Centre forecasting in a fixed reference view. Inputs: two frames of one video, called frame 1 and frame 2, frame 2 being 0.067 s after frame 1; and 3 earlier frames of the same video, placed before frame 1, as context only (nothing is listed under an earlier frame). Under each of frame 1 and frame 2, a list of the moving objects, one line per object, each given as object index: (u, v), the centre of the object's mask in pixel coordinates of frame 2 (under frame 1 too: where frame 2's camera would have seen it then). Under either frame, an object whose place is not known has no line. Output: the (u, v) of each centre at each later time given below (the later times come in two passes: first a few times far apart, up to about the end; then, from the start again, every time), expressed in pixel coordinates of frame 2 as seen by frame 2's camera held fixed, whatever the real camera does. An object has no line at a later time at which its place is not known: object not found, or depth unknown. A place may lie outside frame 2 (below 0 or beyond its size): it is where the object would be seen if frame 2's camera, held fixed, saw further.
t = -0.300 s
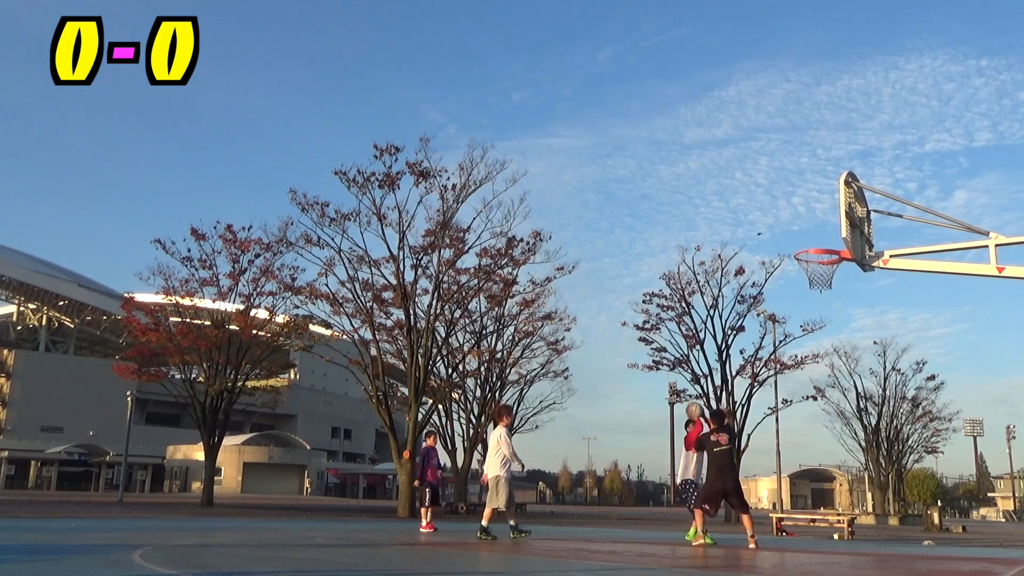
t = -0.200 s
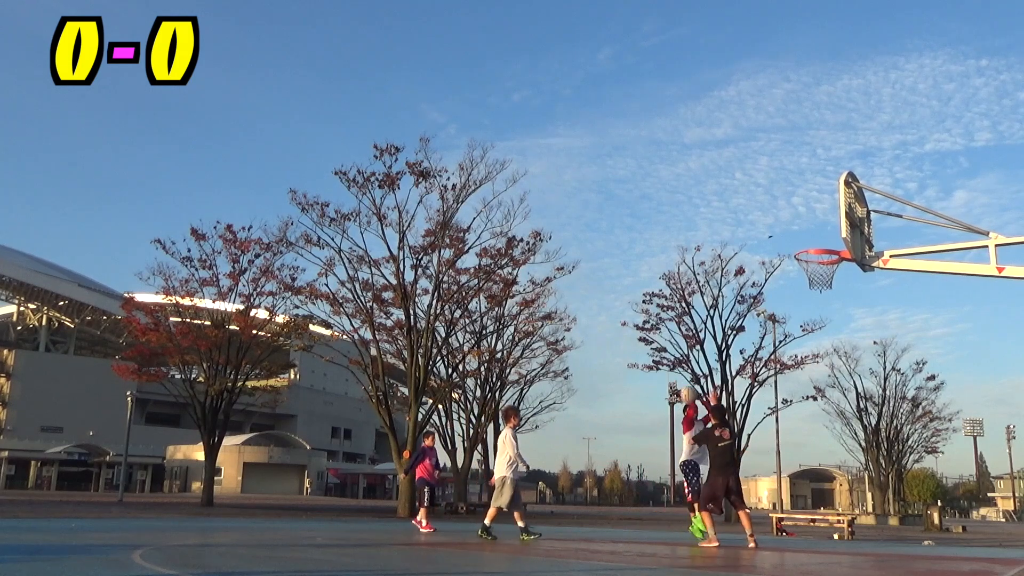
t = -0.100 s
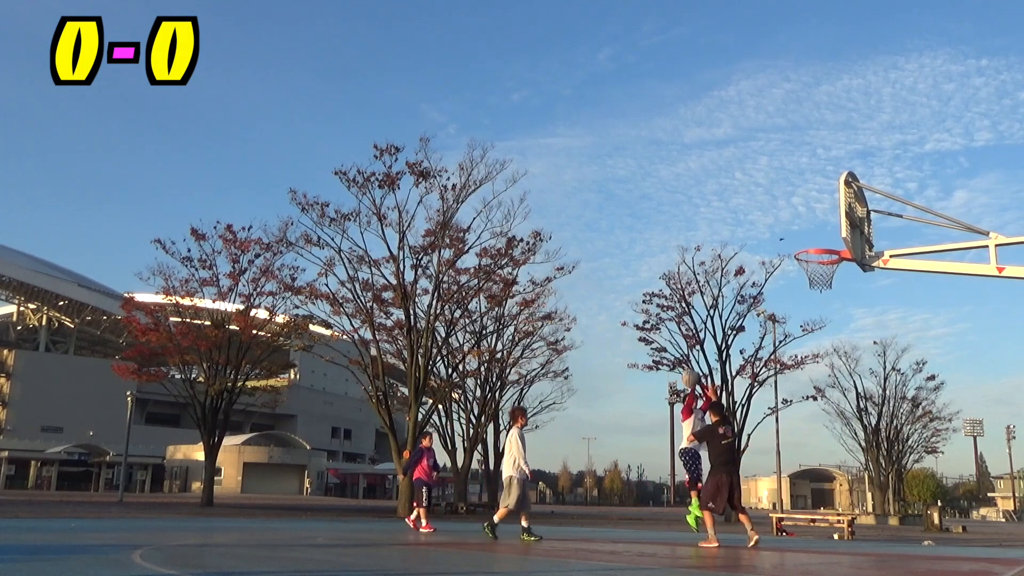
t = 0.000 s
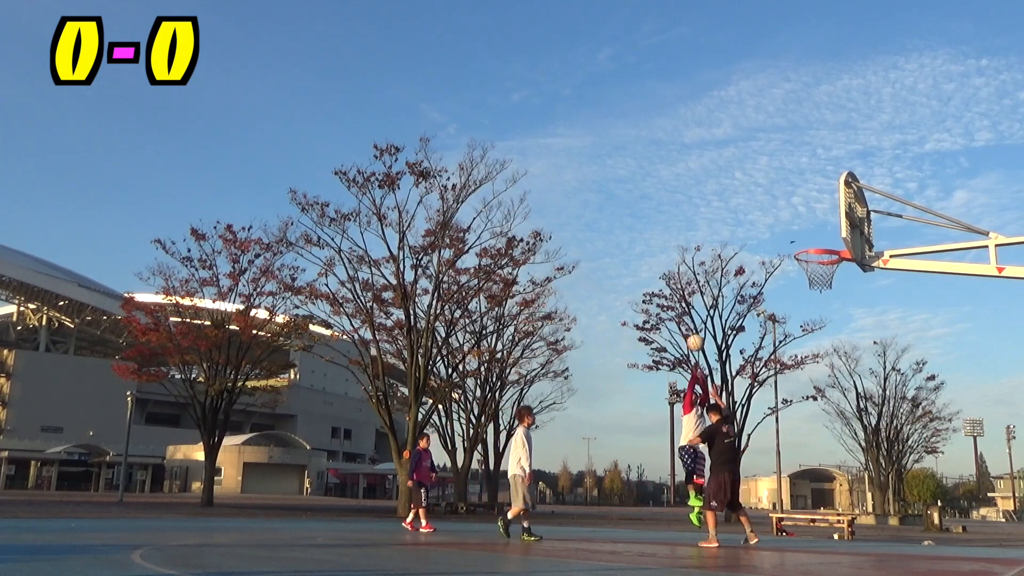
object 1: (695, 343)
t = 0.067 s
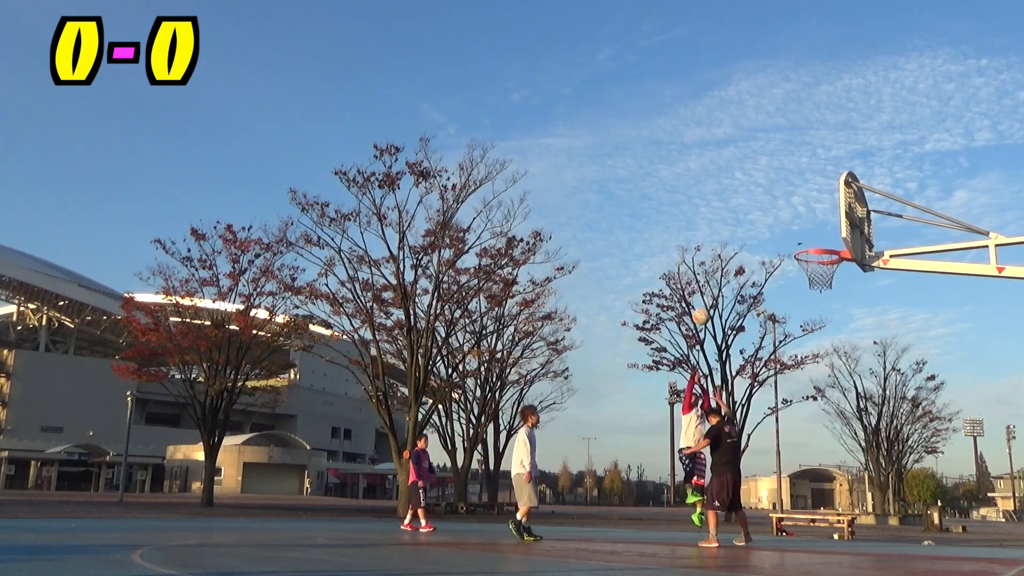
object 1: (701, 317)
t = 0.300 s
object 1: (722, 245)
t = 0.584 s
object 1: (751, 201)
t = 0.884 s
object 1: (791, 220)
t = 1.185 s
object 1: (835, 299)
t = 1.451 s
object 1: (869, 417)
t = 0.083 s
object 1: (701, 311)
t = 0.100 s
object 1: (703, 304)
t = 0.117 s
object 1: (705, 299)
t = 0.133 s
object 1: (707, 293)
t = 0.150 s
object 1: (708, 288)
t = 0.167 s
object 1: (709, 281)
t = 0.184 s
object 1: (711, 277)
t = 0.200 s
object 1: (712, 272)
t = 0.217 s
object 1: (714, 266)
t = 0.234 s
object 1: (716, 262)
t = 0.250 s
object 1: (717, 257)
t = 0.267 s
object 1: (719, 252)
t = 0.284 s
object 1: (720, 248)
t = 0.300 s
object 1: (722, 245)
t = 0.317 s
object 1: (724, 240)
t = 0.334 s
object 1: (725, 237)
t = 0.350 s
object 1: (727, 233)
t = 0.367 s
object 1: (729, 230)
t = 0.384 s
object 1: (730, 226)
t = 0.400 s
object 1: (732, 223)
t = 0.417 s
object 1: (733, 220)
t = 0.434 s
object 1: (735, 218)
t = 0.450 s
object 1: (737, 215)
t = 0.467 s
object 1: (738, 213)
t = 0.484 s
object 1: (740, 210)
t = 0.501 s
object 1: (742, 209)
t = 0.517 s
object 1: (743, 207)
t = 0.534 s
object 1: (745, 205)
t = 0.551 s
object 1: (747, 204)
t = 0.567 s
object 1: (749, 202)
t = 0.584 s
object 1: (751, 201)
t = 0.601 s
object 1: (753, 201)
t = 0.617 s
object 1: (755, 200)
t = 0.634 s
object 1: (757, 200)
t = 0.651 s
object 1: (759, 199)
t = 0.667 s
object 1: (761, 199)
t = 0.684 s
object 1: (763, 199)
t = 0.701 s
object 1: (765, 200)
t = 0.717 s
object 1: (767, 201)
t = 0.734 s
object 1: (769, 202)
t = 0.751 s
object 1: (772, 203)
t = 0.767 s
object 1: (774, 204)
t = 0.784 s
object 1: (776, 206)
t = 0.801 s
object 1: (778, 207)
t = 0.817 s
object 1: (781, 209)
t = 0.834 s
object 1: (783, 212)
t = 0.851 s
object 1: (786, 214)
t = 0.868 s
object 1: (788, 218)
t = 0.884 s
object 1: (791, 220)
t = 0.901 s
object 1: (793, 224)
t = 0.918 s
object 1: (796, 228)
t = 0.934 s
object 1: (798, 232)
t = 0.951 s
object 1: (801, 236)
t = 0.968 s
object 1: (804, 240)
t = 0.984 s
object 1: (806, 245)
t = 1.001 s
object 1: (809, 250)
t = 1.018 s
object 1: (812, 257)
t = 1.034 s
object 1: (815, 263)
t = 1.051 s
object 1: (818, 267)
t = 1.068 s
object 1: (822, 273)
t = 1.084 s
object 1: (824, 276)
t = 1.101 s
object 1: (825, 279)
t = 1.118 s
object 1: (827, 283)
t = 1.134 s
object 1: (829, 287)
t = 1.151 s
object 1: (831, 290)
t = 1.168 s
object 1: (833, 295)
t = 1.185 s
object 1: (835, 299)
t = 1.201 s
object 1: (837, 304)
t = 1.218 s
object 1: (839, 309)
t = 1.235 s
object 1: (841, 315)
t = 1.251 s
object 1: (843, 321)
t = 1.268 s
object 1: (845, 327)
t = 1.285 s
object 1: (847, 333)
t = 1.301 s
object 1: (849, 340)
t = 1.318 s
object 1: (852, 347)
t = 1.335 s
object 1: (853, 355)
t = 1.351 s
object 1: (856, 362)
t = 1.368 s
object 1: (858, 371)
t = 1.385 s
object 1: (860, 379)
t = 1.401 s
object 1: (863, 388)
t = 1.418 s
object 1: (865, 397)
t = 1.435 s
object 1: (867, 406)
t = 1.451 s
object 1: (869, 417)
